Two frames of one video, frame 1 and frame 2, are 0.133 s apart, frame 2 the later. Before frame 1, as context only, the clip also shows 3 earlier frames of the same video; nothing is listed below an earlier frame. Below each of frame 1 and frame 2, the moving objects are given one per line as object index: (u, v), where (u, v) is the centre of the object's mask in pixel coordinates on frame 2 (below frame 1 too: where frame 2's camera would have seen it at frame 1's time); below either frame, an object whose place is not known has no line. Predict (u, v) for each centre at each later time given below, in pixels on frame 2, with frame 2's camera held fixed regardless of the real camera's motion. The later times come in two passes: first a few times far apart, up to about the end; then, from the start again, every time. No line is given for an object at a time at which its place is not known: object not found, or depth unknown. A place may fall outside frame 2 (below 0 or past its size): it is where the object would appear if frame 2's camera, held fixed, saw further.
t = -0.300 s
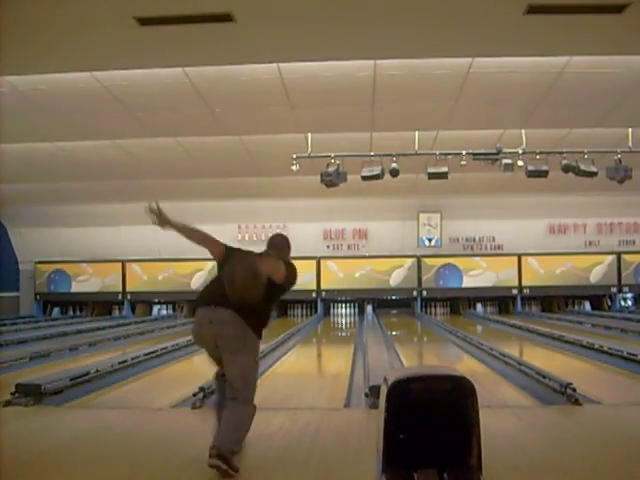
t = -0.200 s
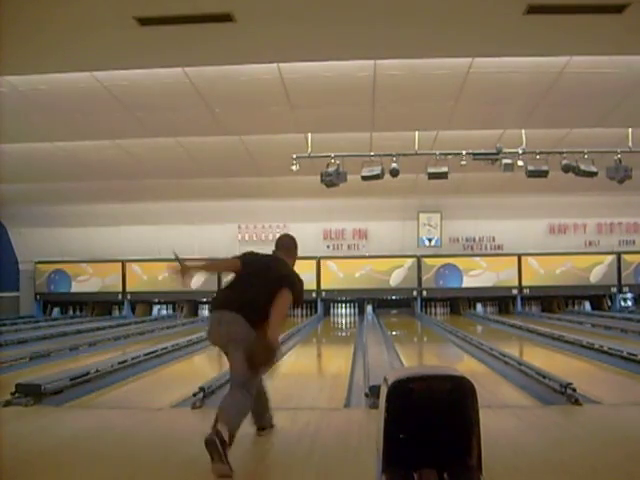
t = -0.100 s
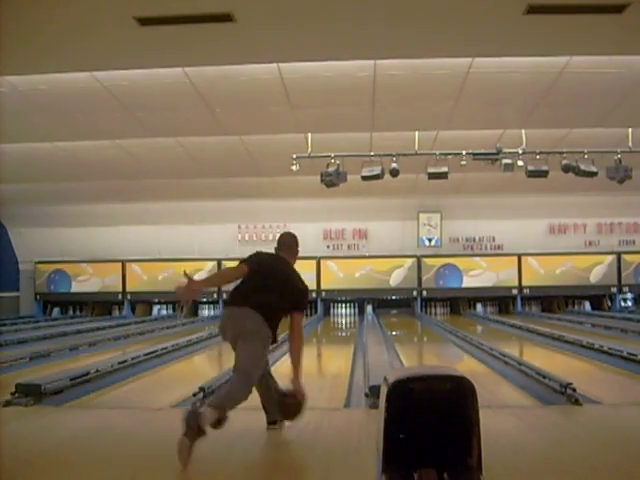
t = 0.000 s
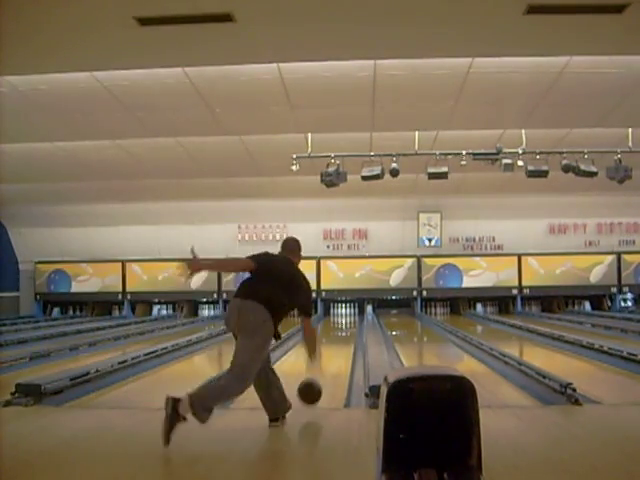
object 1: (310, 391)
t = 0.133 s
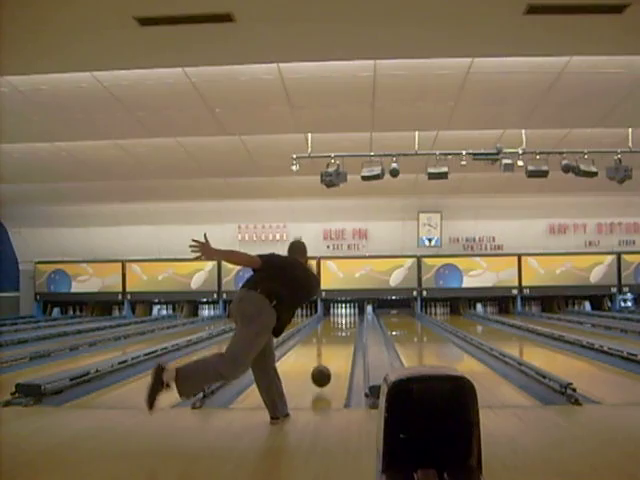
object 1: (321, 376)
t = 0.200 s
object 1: (325, 370)
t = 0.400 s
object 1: (334, 353)
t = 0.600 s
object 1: (338, 350)
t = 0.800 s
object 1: (342, 335)
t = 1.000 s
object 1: (344, 329)
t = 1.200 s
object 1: (345, 324)
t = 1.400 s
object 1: (345, 321)
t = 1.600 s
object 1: (346, 318)
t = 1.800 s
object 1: (346, 316)
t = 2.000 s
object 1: (344, 315)
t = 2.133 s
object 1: (344, 312)
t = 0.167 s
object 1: (323, 375)
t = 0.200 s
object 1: (325, 370)
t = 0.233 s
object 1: (326, 367)
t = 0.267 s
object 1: (328, 364)
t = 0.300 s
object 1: (330, 361)
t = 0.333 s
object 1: (331, 358)
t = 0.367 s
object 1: (332, 356)
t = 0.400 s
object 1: (334, 353)
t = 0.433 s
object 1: (335, 352)
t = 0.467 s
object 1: (336, 349)
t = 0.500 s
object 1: (337, 347)
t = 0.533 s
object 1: (337, 345)
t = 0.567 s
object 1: (338, 344)
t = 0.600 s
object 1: (338, 350)
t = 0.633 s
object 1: (341, 341)
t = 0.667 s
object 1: (341, 340)
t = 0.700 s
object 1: (341, 339)
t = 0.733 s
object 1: (341, 336)
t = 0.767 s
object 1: (342, 336)
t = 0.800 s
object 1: (342, 335)
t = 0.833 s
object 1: (342, 334)
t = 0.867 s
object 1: (343, 333)
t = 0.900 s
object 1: (343, 332)
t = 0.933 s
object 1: (343, 331)
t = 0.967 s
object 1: (344, 330)
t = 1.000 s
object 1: (344, 329)
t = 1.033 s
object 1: (344, 328)
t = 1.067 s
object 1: (345, 327)
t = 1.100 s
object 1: (345, 326)
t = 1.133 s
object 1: (346, 325)
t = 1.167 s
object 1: (346, 325)
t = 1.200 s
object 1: (345, 324)
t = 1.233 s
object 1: (345, 324)
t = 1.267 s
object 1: (346, 323)
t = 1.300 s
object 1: (346, 322)
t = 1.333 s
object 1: (347, 321)
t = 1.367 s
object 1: (346, 321)
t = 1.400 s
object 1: (345, 321)
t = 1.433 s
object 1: (346, 320)
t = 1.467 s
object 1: (345, 320)
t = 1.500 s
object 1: (346, 319)
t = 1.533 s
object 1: (345, 319)
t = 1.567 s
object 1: (345, 319)
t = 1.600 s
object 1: (346, 318)
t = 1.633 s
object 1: (345, 318)
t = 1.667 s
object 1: (345, 318)
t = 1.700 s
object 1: (346, 317)
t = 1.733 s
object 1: (345, 317)
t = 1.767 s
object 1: (345, 317)
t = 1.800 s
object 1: (346, 316)
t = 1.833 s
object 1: (345, 316)
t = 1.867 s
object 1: (345, 316)
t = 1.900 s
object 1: (344, 315)
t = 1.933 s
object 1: (344, 315)
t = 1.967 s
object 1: (344, 315)
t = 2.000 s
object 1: (344, 315)
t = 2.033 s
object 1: (344, 314)
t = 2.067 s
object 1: (344, 313)
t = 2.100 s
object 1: (342, 312)
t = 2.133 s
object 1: (344, 312)
